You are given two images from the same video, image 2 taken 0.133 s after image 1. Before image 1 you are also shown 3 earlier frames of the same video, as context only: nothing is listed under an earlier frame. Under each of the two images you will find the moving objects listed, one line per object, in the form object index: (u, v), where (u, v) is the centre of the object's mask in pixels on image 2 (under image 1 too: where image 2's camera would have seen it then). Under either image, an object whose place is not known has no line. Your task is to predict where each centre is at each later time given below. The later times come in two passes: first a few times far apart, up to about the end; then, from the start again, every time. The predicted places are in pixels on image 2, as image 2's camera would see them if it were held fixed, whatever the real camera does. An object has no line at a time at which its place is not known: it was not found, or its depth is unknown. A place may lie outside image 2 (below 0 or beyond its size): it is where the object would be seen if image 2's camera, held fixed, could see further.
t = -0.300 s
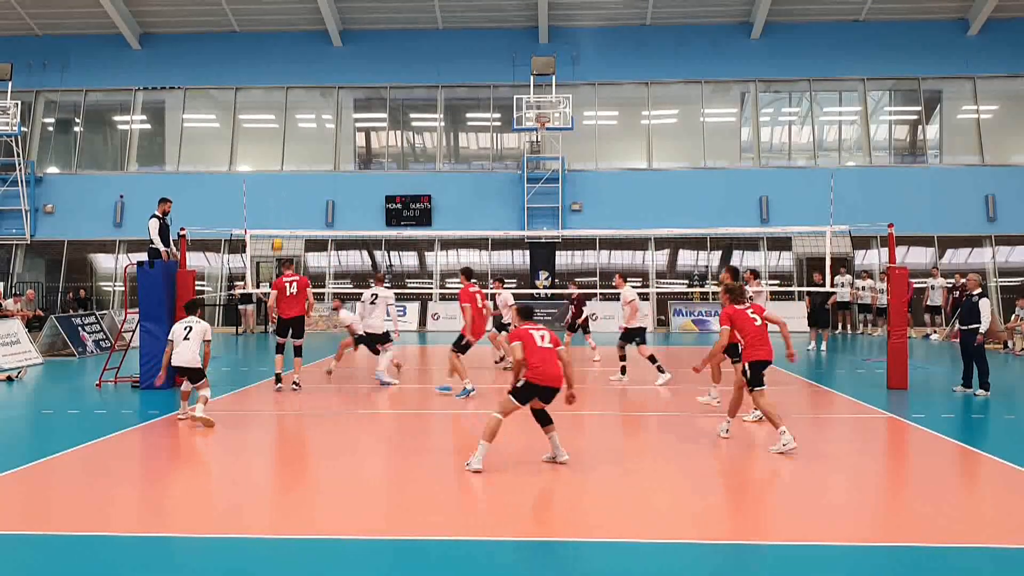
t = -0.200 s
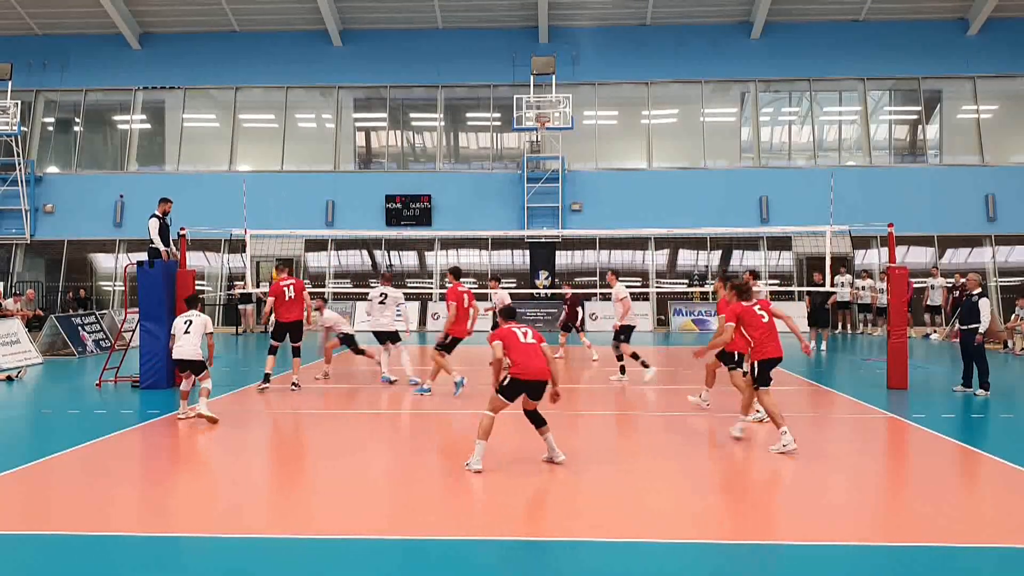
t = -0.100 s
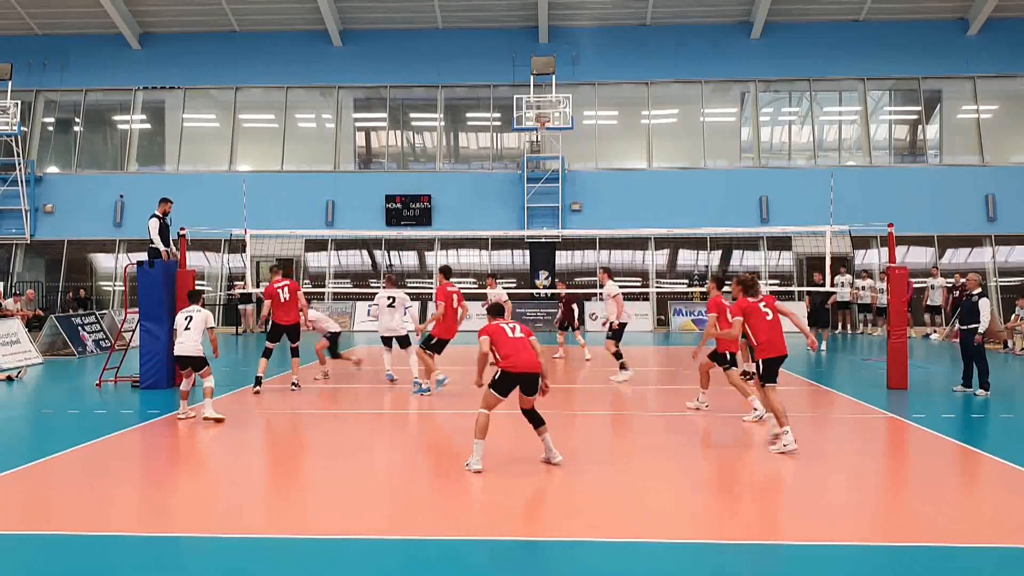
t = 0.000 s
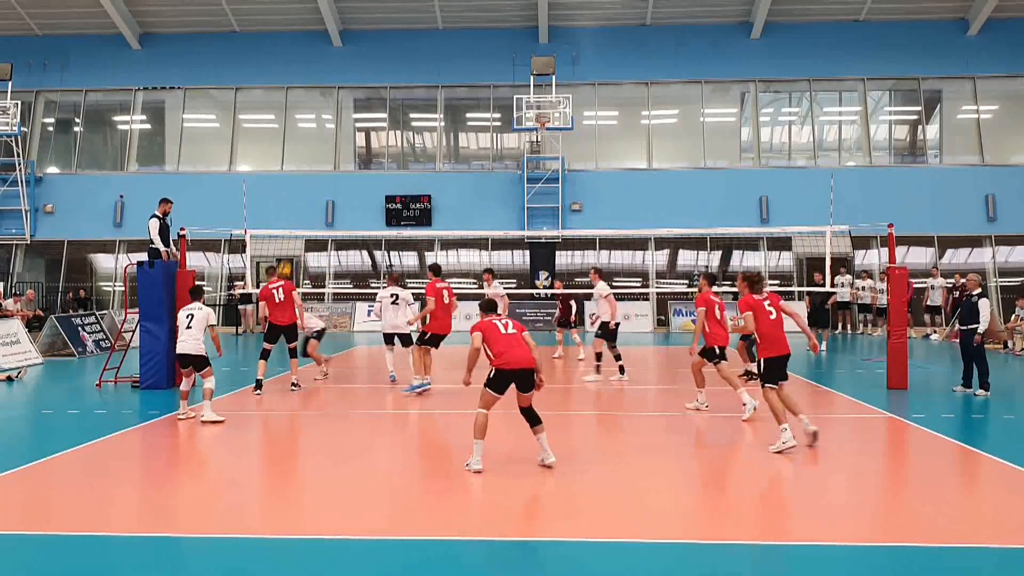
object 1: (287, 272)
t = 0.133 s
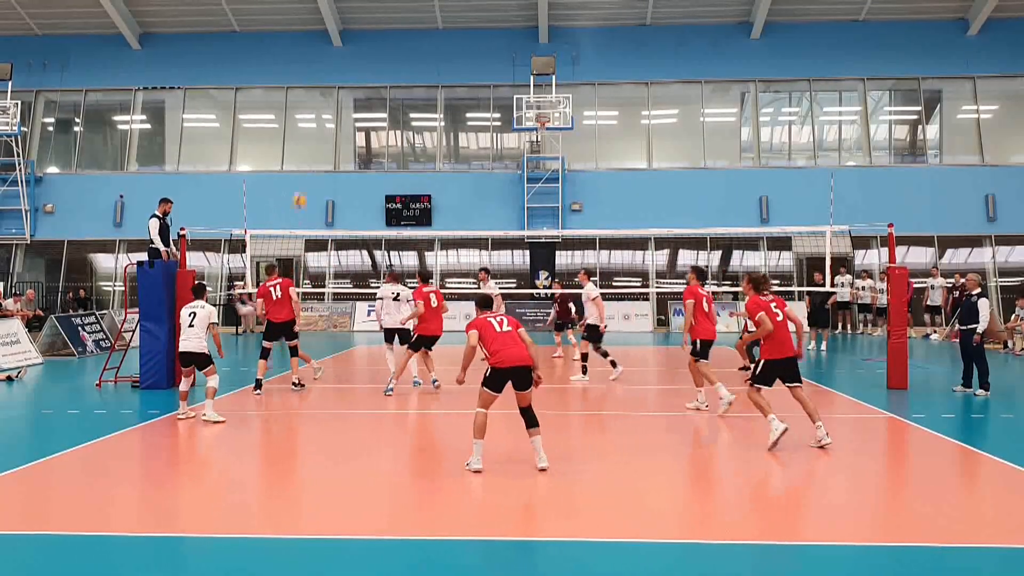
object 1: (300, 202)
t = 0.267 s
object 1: (315, 144)
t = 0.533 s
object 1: (350, 61)
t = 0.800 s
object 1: (386, 25)
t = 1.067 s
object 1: (422, 32)
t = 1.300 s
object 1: (452, 74)
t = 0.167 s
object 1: (303, 186)
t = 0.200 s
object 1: (307, 171)
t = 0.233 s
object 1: (311, 157)
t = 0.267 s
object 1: (315, 144)
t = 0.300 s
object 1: (319, 130)
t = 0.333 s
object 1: (321, 119)
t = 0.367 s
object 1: (328, 108)
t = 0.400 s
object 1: (332, 96)
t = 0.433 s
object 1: (337, 87)
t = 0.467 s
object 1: (341, 78)
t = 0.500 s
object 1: (345, 69)
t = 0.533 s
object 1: (350, 61)
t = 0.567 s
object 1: (354, 54)
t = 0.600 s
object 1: (359, 48)
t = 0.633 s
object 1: (363, 43)
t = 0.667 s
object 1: (368, 38)
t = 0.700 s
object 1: (372, 34)
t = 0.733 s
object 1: (377, 31)
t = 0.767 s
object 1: (381, 28)
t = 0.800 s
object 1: (386, 25)
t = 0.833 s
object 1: (390, 24)
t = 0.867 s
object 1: (395, 23)
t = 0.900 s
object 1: (399, 23)
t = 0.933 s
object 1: (404, 23)
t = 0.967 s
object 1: (408, 24)
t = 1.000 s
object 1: (413, 27)
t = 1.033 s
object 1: (417, 29)
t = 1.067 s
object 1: (422, 32)
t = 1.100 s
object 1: (426, 36)
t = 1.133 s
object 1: (430, 41)
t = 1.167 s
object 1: (435, 46)
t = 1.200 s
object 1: (440, 52)
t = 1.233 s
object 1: (444, 59)
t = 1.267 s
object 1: (448, 66)
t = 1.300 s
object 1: (452, 74)
